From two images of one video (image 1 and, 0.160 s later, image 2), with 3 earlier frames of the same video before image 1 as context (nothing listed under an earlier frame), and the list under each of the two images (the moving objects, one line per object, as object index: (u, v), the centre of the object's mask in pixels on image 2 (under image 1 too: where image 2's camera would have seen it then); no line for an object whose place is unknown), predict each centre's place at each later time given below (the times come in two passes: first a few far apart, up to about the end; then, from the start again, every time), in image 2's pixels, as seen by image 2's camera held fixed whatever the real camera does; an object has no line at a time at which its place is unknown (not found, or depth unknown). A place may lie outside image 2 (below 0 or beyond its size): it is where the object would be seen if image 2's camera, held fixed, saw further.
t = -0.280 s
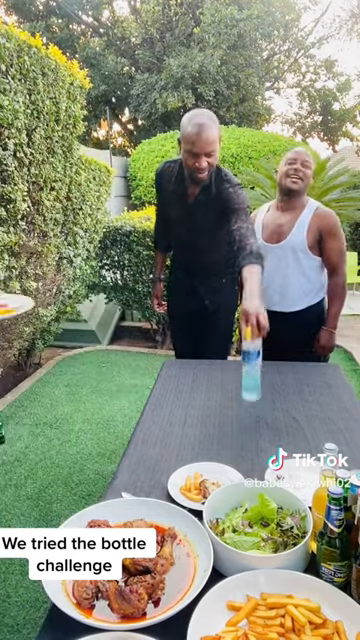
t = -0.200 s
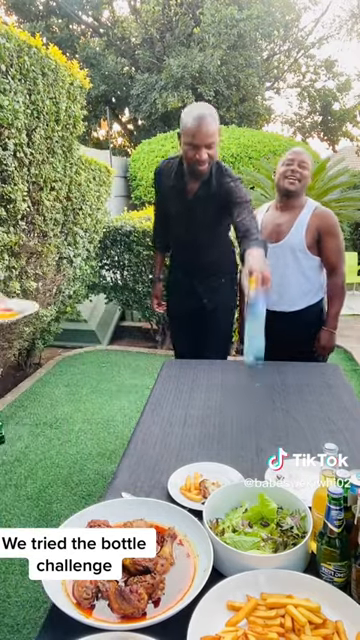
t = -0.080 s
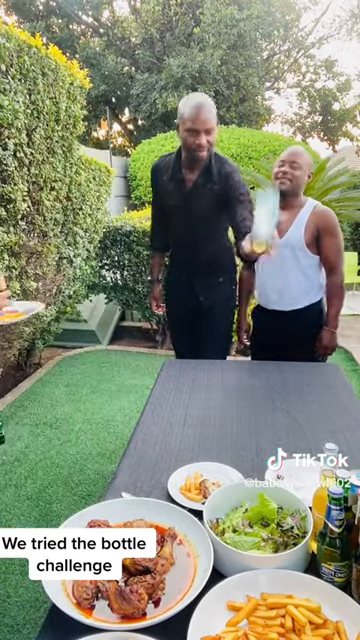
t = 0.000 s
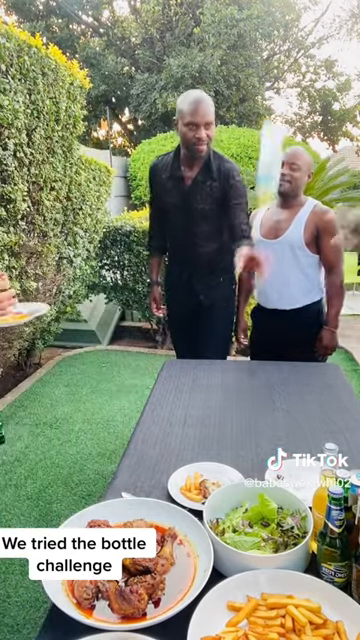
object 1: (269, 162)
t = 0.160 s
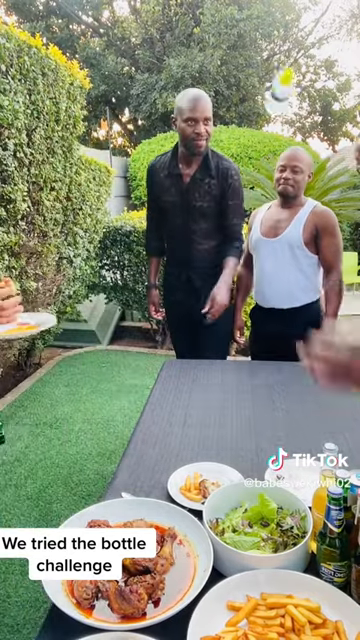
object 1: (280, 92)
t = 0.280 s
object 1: (285, 110)
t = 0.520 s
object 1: (285, 276)
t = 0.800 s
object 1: (290, 373)
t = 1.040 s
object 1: (295, 388)
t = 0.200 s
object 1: (282, 95)
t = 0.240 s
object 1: (284, 96)
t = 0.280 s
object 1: (285, 110)
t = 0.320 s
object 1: (286, 129)
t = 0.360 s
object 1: (286, 154)
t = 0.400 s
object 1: (285, 178)
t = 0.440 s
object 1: (285, 202)
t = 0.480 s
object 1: (285, 239)
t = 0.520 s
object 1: (285, 276)
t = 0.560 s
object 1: (285, 314)
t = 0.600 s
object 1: (285, 351)
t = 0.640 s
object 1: (285, 374)
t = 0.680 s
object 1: (286, 368)
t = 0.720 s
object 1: (289, 367)
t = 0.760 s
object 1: (289, 370)
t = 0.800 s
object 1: (290, 373)
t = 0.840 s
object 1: (292, 377)
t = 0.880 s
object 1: (293, 382)
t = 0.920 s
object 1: (294, 387)
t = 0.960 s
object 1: (295, 387)
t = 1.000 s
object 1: (295, 387)
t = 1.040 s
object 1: (295, 388)
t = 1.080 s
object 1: (294, 388)
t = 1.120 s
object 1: (294, 388)
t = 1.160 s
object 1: (294, 388)
